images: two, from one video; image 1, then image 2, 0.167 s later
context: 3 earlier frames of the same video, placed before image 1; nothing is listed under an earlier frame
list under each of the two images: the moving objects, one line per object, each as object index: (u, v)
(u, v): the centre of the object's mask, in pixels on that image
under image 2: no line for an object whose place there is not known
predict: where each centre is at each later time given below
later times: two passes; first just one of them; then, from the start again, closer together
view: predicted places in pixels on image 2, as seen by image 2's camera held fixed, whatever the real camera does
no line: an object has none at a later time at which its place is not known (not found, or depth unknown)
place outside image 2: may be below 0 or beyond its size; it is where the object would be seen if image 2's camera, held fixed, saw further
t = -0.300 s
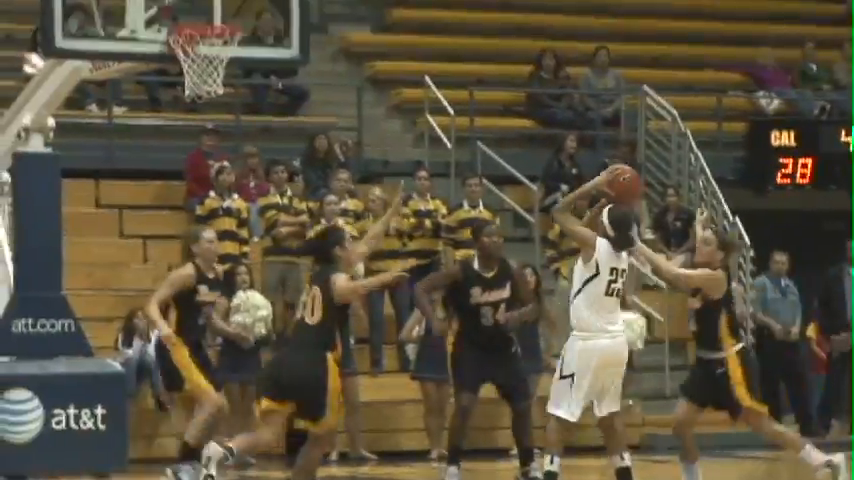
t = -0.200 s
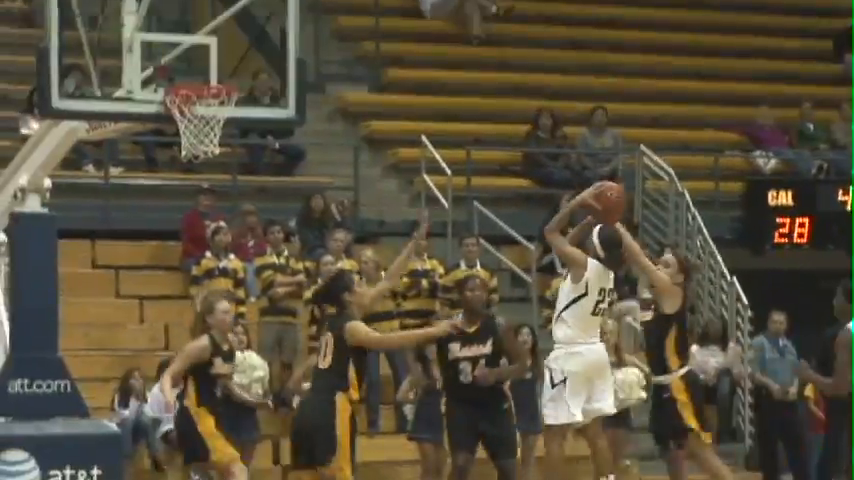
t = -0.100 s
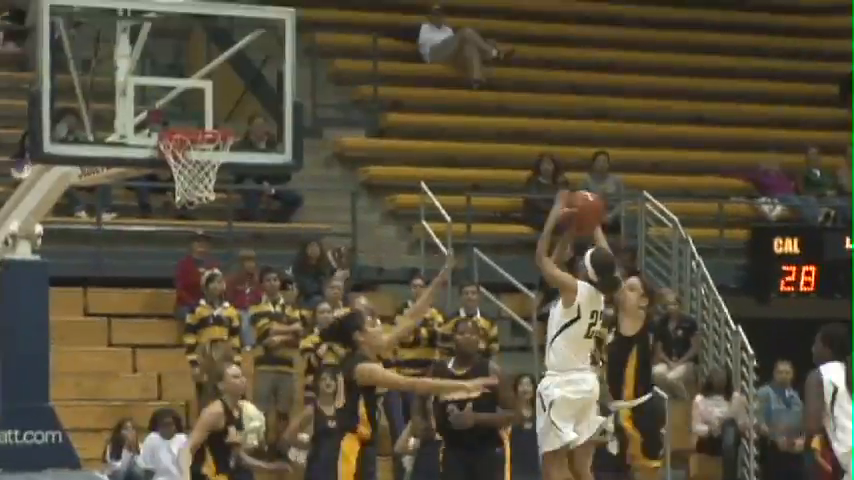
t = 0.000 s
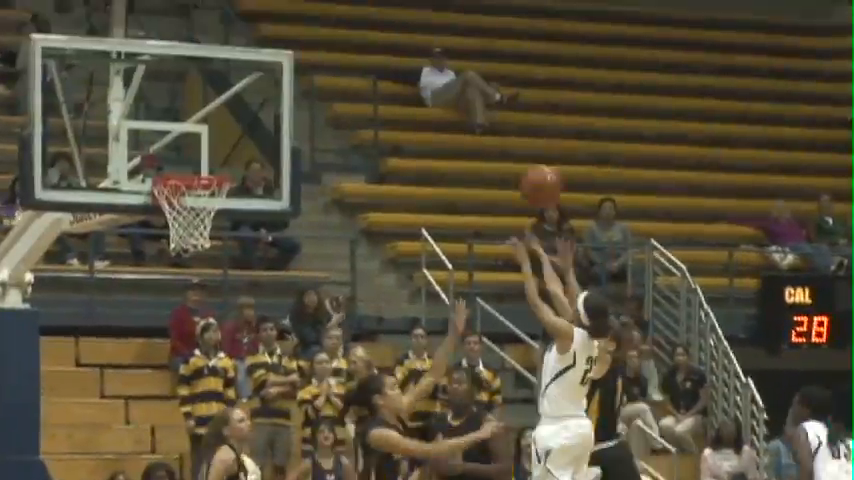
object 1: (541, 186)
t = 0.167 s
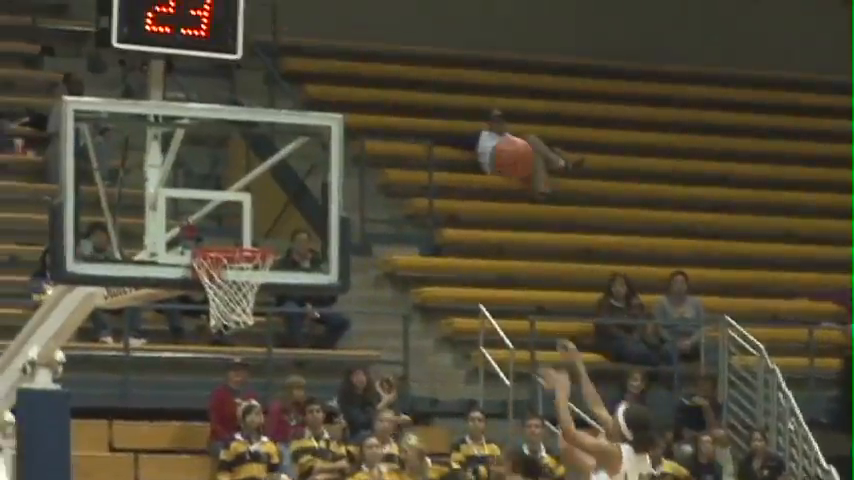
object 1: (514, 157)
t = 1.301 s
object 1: (235, 246)
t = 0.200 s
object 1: (493, 143)
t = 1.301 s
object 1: (235, 246)
